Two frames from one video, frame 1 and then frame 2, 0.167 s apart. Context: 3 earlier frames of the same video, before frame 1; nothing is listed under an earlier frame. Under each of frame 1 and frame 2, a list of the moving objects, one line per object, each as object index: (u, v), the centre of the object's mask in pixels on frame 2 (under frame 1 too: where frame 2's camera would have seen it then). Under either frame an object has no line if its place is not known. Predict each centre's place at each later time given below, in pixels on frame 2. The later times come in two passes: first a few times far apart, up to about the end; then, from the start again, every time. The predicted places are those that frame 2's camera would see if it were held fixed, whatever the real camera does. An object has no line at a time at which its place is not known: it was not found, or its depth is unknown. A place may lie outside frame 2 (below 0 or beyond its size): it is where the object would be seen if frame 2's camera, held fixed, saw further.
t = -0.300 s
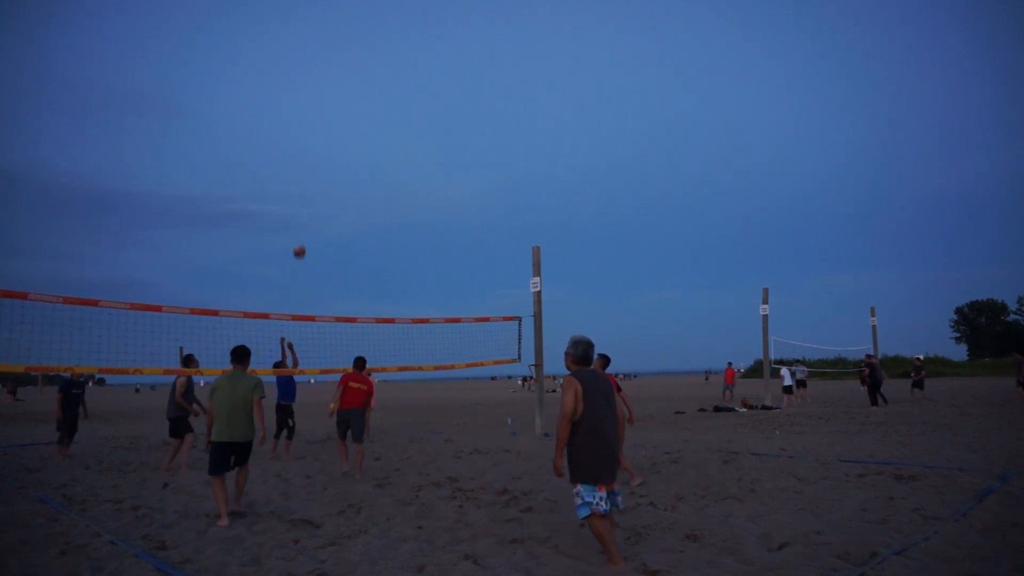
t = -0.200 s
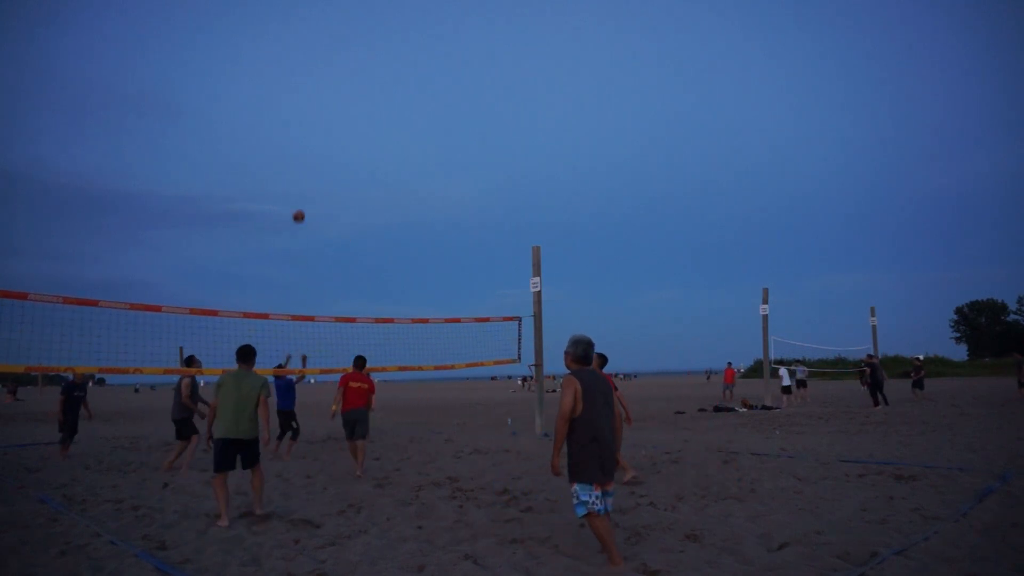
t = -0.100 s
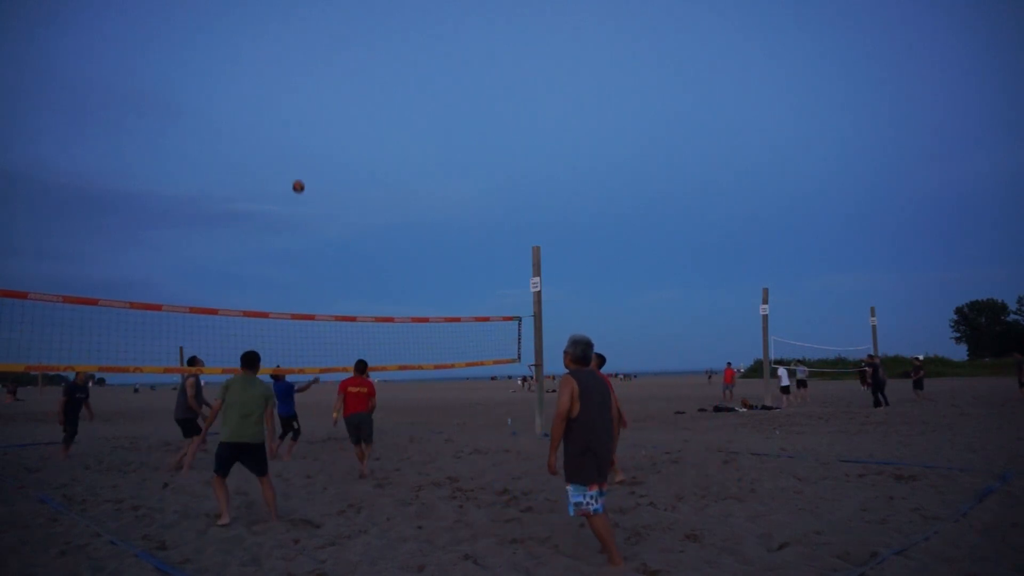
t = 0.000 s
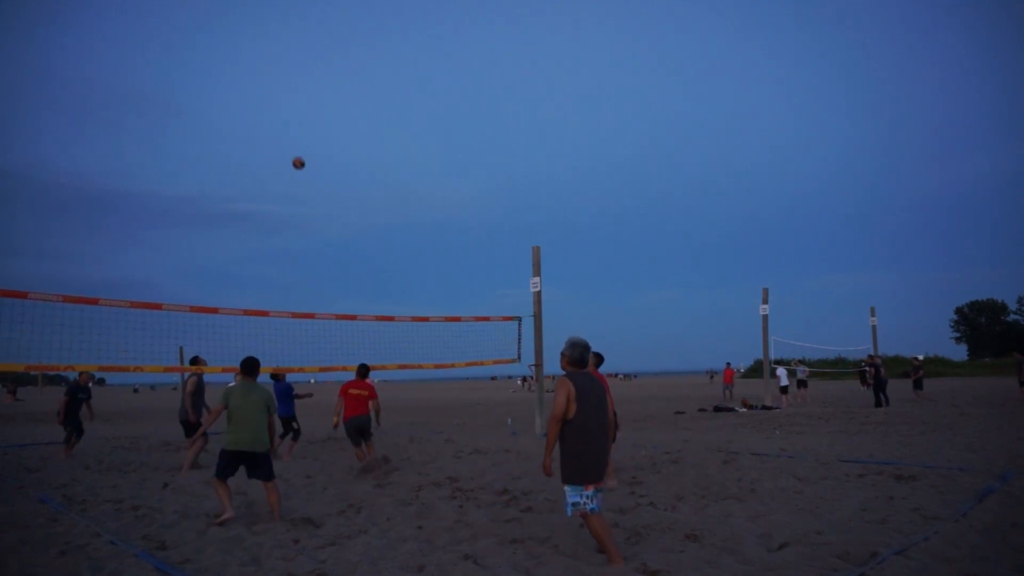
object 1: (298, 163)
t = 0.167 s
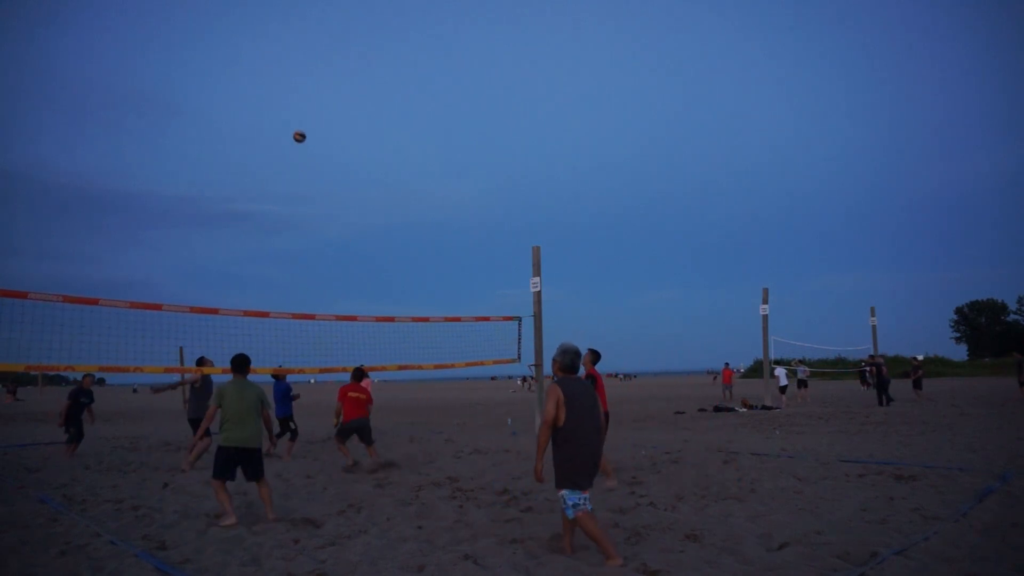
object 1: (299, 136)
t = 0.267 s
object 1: (300, 128)
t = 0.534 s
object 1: (301, 131)
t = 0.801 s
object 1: (301, 173)
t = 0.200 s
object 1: (299, 133)
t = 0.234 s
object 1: (299, 130)
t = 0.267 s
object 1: (300, 128)
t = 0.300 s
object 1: (300, 126)
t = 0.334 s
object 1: (300, 125)
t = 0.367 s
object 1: (300, 125)
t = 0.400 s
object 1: (300, 125)
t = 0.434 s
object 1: (301, 125)
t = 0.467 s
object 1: (301, 126)
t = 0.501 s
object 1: (301, 129)
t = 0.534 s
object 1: (301, 131)
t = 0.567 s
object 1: (301, 134)
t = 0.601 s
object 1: (301, 138)
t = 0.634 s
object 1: (301, 142)
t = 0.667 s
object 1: (301, 147)
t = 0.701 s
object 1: (301, 153)
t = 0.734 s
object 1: (301, 159)
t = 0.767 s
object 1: (301, 166)
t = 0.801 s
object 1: (301, 173)
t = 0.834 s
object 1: (302, 182)
